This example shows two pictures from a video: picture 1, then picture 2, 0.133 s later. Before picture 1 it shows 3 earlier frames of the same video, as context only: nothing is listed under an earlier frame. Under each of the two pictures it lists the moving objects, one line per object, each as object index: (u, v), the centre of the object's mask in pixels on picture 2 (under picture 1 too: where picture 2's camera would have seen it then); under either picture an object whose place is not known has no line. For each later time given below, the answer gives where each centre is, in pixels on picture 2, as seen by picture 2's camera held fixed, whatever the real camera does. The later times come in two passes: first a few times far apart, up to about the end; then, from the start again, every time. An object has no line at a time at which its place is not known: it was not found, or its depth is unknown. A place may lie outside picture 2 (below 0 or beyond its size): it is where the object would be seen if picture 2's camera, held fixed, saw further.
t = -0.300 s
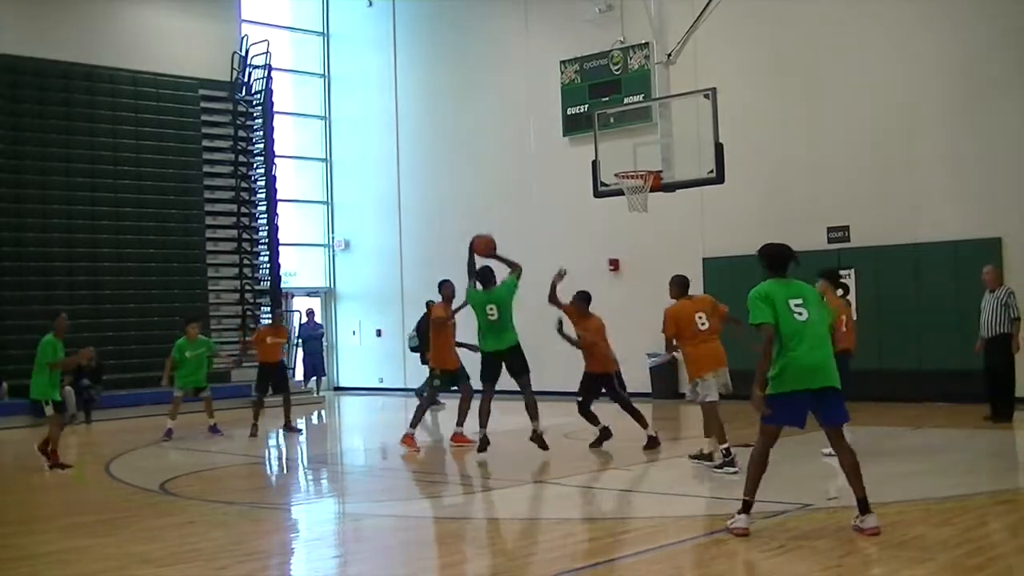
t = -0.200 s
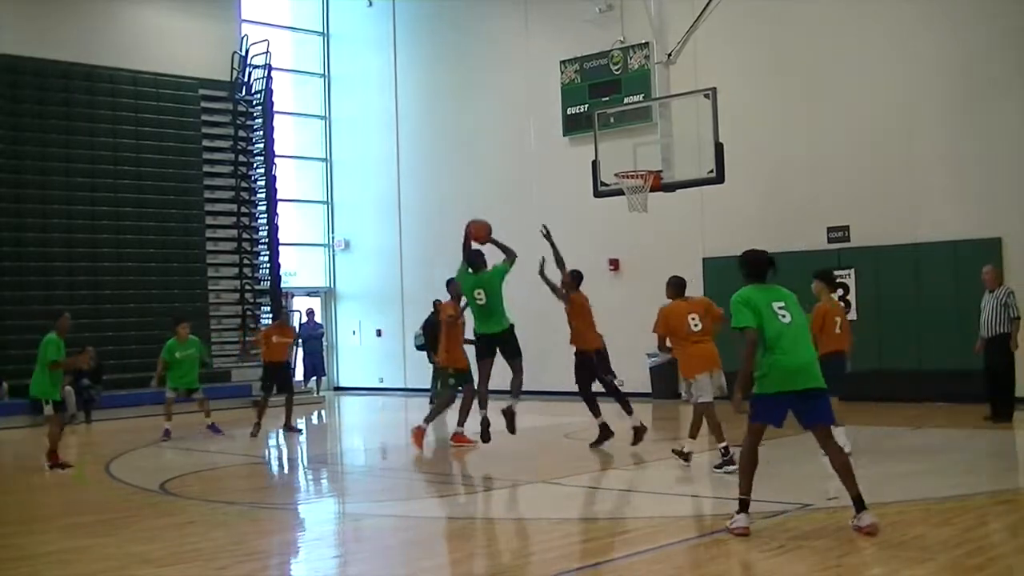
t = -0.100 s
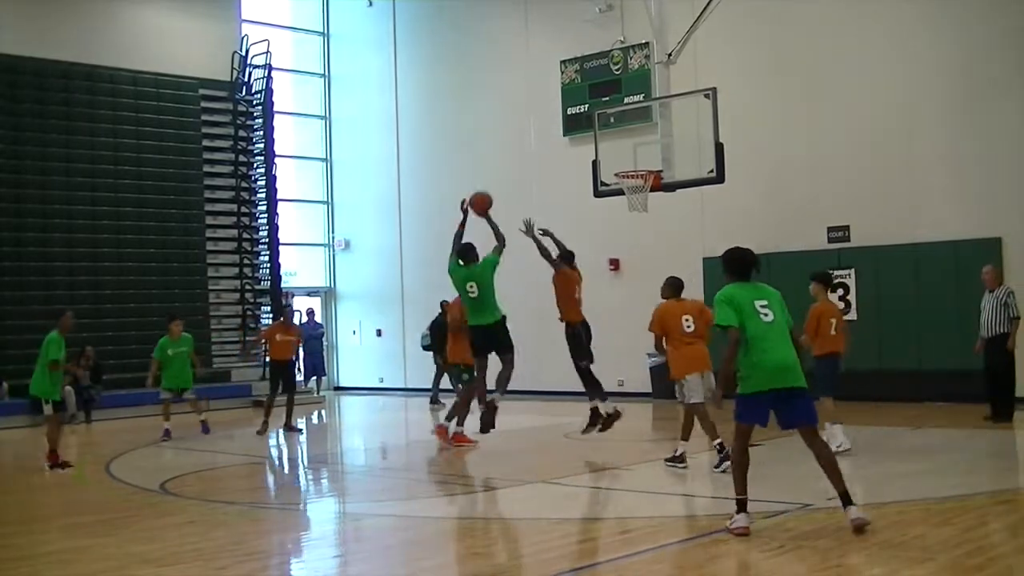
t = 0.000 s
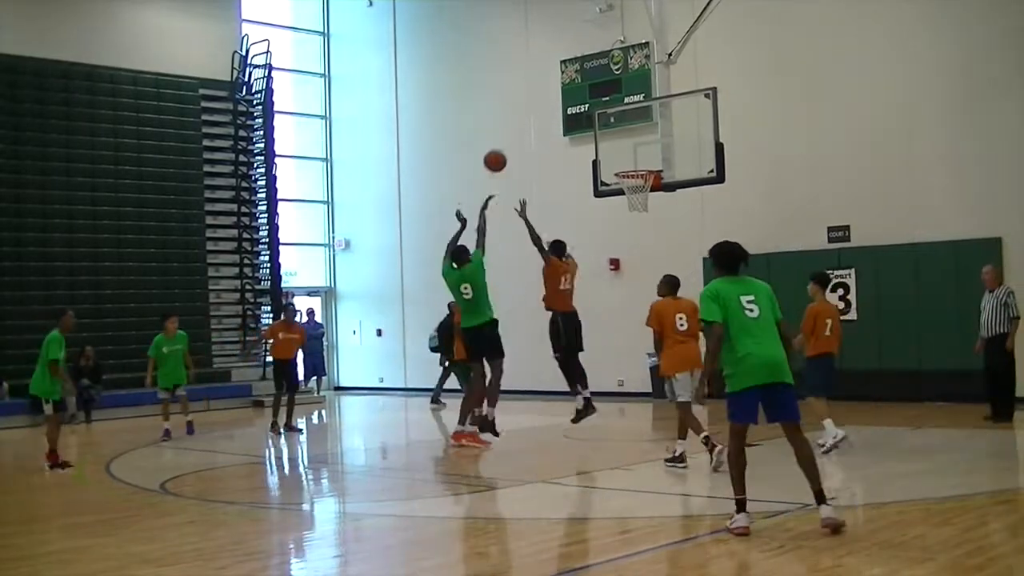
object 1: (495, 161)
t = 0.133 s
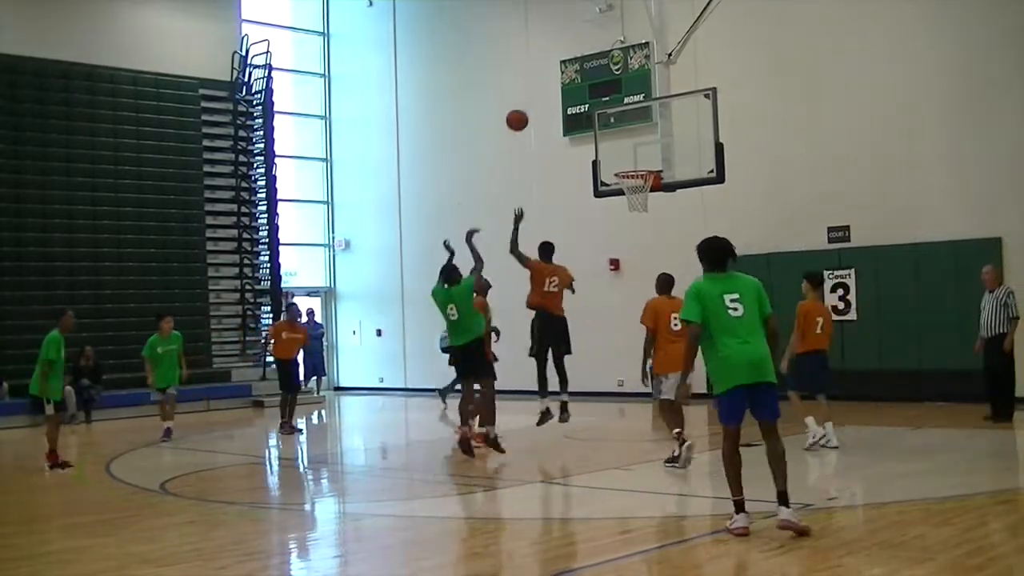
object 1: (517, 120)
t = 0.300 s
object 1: (543, 94)
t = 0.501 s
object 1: (573, 97)
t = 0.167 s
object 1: (522, 113)
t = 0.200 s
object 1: (527, 107)
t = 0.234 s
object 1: (533, 101)
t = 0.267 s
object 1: (538, 97)
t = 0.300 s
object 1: (543, 94)
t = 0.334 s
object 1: (549, 92)
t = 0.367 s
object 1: (553, 91)
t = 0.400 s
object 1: (558, 92)
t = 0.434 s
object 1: (562, 93)
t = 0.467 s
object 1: (568, 95)
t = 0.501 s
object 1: (573, 97)
